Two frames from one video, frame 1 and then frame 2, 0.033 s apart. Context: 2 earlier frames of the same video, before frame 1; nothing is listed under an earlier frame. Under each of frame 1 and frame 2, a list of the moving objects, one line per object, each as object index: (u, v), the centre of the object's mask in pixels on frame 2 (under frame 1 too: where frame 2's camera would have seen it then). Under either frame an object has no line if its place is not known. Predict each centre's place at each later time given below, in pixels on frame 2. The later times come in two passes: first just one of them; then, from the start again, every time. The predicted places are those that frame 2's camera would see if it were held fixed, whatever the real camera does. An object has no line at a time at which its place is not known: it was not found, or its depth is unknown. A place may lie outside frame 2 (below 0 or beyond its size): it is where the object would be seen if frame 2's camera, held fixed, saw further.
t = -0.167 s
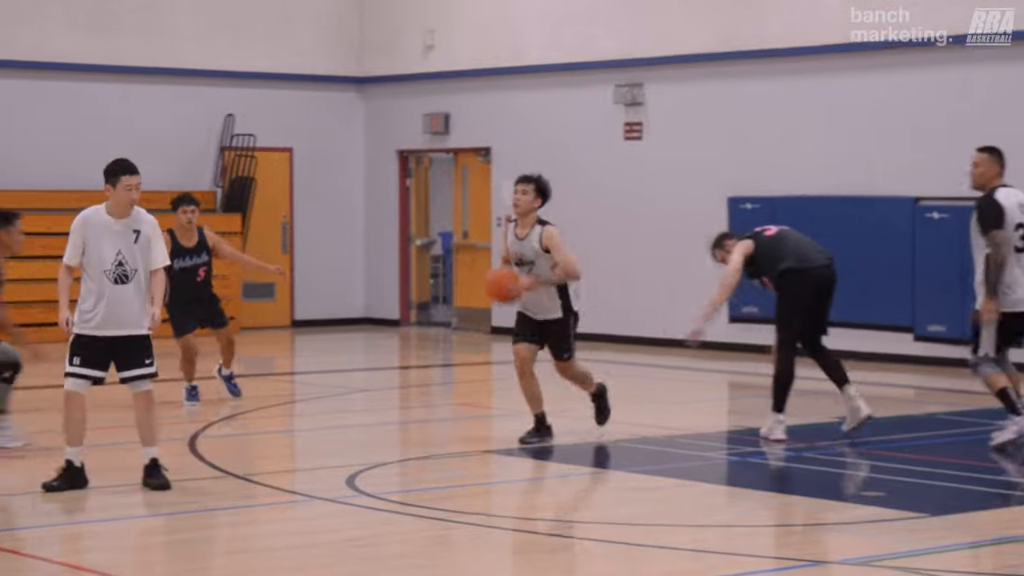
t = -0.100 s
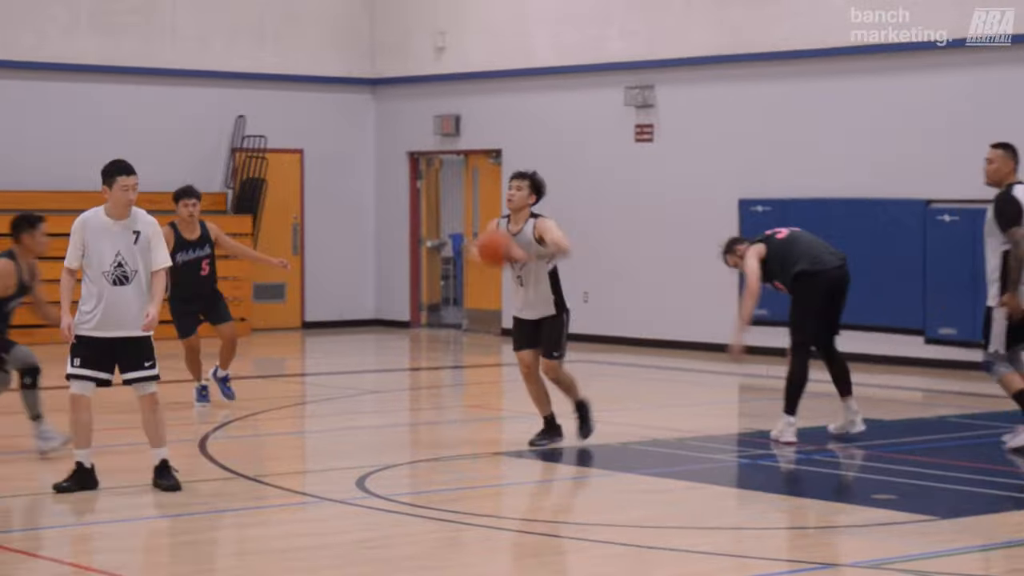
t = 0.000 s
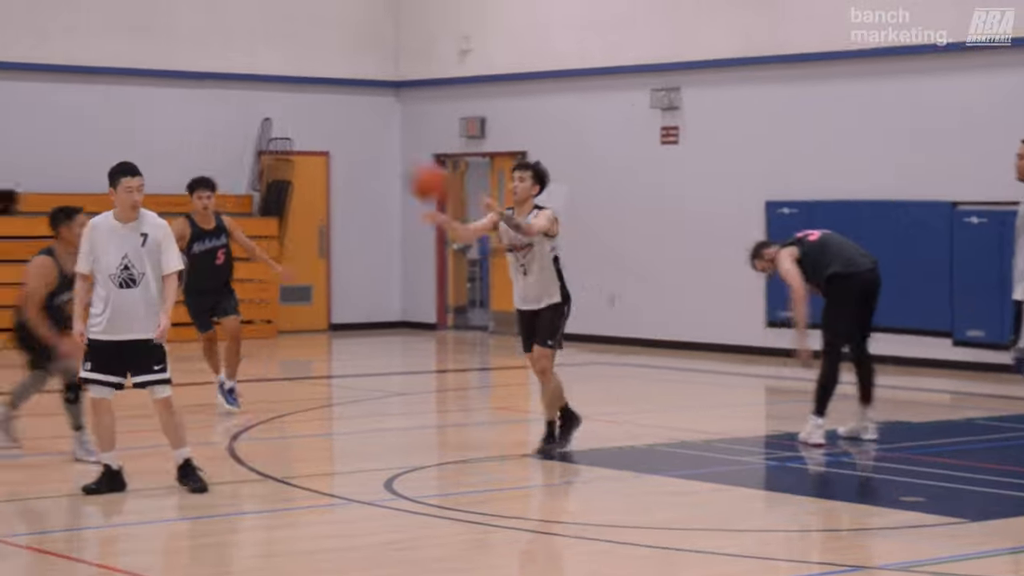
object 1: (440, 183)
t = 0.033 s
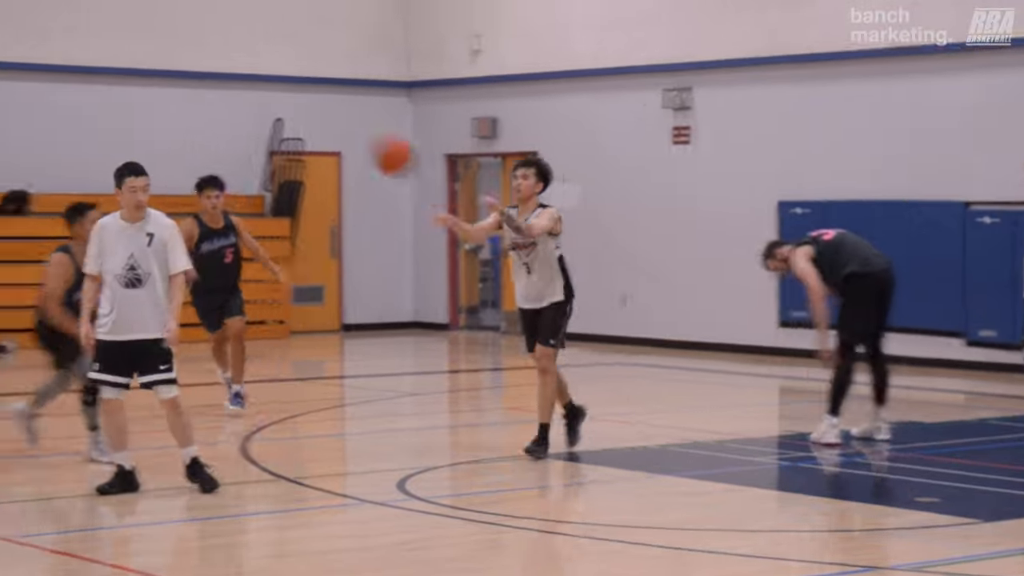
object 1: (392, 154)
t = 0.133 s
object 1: (243, 74)
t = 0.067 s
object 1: (344, 127)
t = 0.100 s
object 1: (295, 100)
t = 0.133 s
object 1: (243, 74)
